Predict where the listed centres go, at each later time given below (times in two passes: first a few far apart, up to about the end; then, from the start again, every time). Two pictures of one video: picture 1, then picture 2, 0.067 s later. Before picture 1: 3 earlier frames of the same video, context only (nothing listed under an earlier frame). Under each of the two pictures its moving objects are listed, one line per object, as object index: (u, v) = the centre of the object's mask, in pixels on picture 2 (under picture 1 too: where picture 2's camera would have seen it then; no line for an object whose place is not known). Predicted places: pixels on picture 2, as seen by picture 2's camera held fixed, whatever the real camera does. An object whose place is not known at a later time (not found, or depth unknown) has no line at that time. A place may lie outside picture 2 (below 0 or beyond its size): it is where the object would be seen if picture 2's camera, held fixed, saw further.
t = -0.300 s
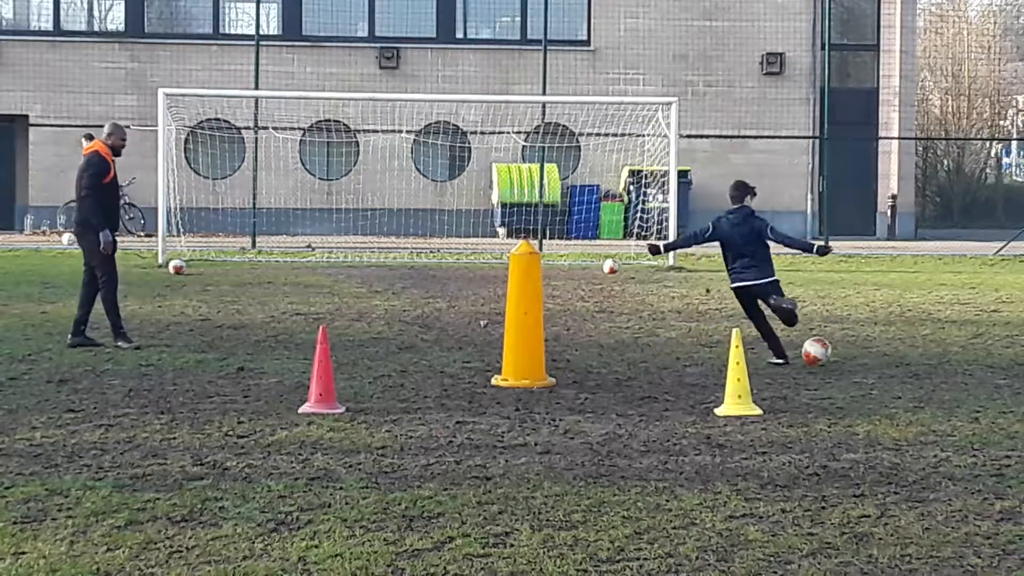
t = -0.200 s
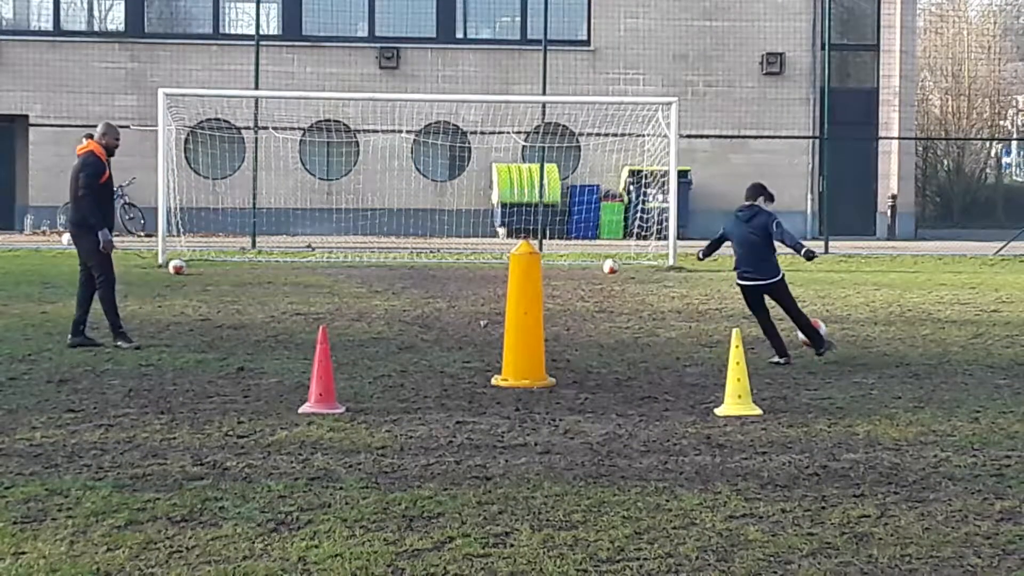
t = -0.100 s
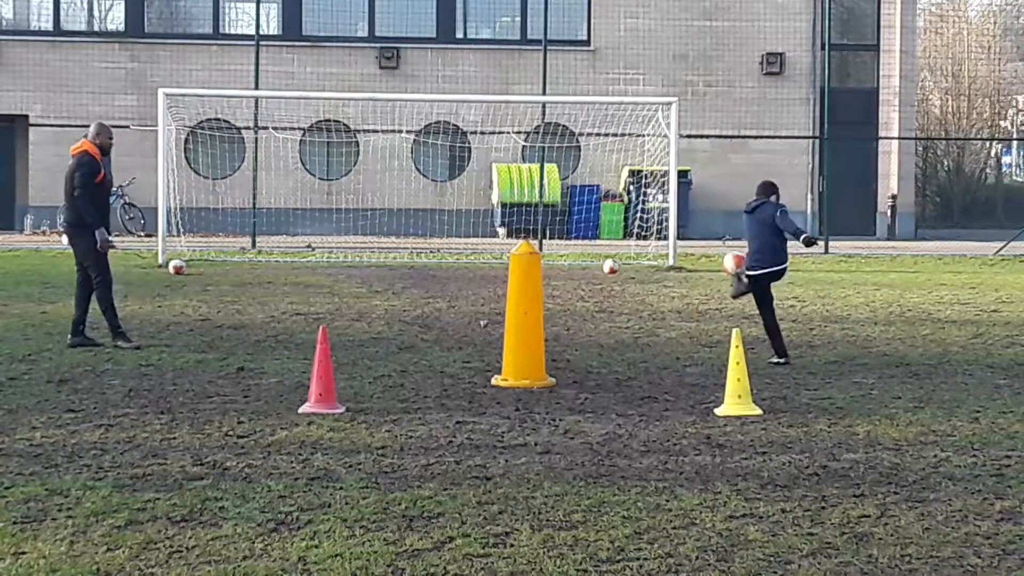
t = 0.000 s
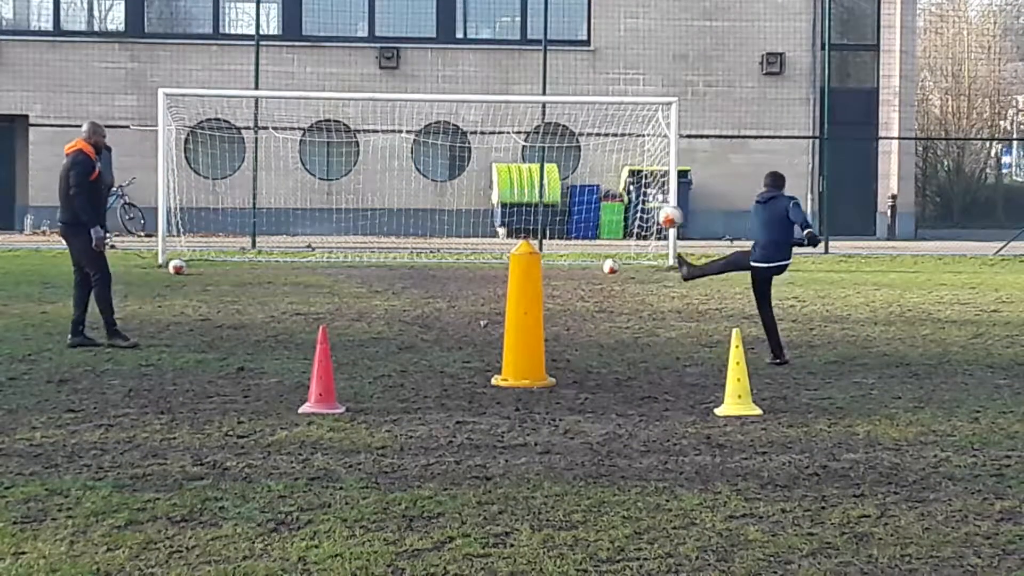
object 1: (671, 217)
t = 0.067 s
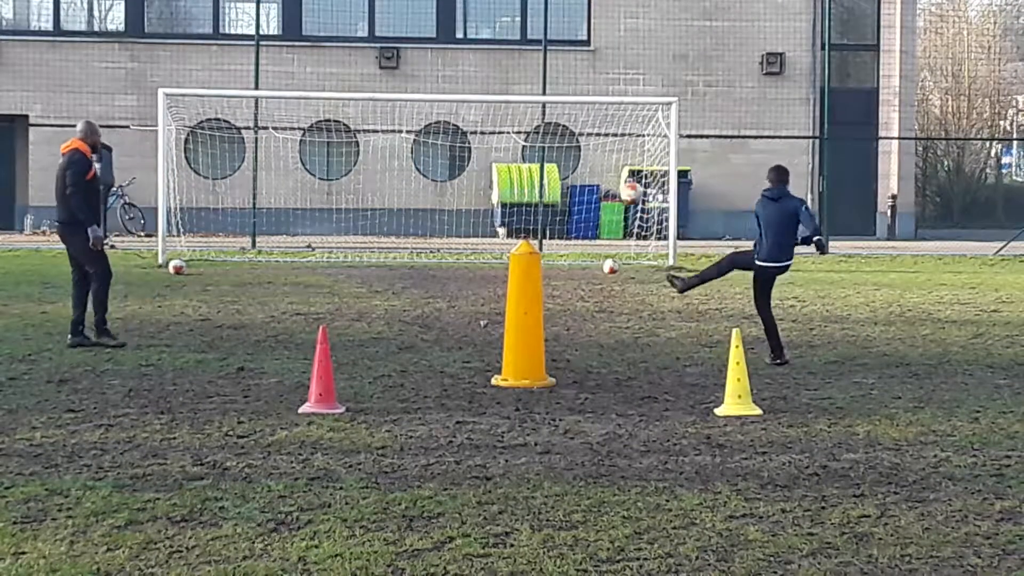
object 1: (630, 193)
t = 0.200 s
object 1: (565, 162)
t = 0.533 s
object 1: (431, 147)
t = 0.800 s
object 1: (346, 177)
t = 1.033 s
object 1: (303, 206)
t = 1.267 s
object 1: (305, 252)
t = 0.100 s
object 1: (613, 185)
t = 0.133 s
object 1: (596, 176)
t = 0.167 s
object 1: (580, 168)
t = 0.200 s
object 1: (565, 162)
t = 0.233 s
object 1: (549, 157)
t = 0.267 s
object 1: (534, 153)
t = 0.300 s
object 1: (519, 150)
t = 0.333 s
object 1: (506, 147)
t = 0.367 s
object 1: (493, 145)
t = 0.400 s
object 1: (480, 145)
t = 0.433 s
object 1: (468, 144)
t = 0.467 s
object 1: (455, 145)
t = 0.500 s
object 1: (443, 146)
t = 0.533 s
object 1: (431, 147)
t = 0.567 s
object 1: (419, 150)
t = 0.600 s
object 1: (408, 152)
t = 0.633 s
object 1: (397, 154)
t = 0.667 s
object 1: (387, 158)
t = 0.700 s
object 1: (376, 162)
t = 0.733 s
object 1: (366, 167)
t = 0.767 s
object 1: (356, 172)
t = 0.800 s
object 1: (346, 177)
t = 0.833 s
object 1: (336, 182)
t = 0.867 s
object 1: (327, 188)
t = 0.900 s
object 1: (318, 194)
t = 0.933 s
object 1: (311, 199)
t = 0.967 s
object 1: (307, 199)
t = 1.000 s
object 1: (305, 201)
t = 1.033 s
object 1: (303, 206)
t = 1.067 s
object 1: (304, 212)
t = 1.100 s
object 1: (305, 218)
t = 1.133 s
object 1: (304, 226)
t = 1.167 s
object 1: (305, 233)
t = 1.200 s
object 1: (305, 242)
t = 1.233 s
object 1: (305, 249)
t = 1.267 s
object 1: (305, 252)
